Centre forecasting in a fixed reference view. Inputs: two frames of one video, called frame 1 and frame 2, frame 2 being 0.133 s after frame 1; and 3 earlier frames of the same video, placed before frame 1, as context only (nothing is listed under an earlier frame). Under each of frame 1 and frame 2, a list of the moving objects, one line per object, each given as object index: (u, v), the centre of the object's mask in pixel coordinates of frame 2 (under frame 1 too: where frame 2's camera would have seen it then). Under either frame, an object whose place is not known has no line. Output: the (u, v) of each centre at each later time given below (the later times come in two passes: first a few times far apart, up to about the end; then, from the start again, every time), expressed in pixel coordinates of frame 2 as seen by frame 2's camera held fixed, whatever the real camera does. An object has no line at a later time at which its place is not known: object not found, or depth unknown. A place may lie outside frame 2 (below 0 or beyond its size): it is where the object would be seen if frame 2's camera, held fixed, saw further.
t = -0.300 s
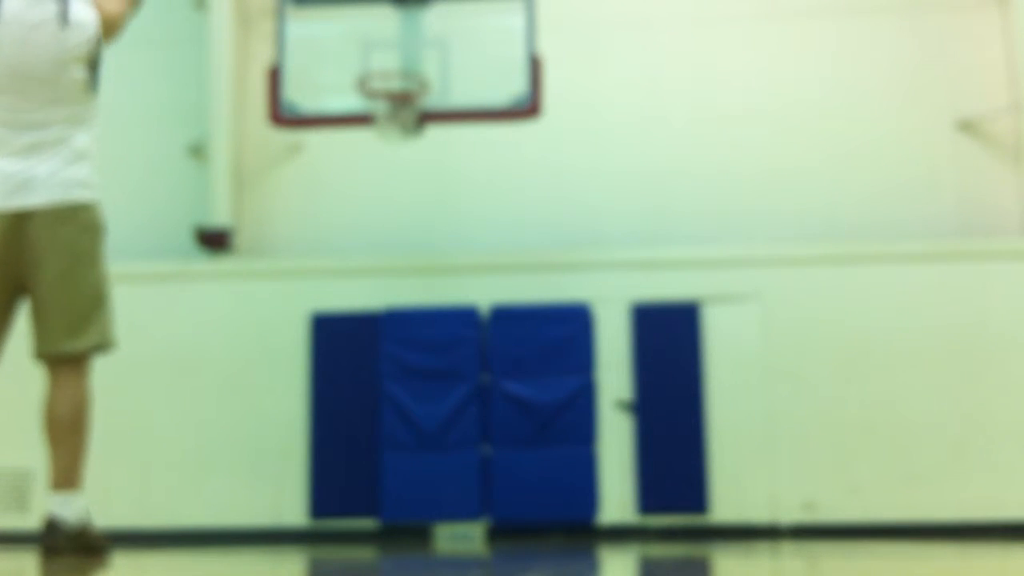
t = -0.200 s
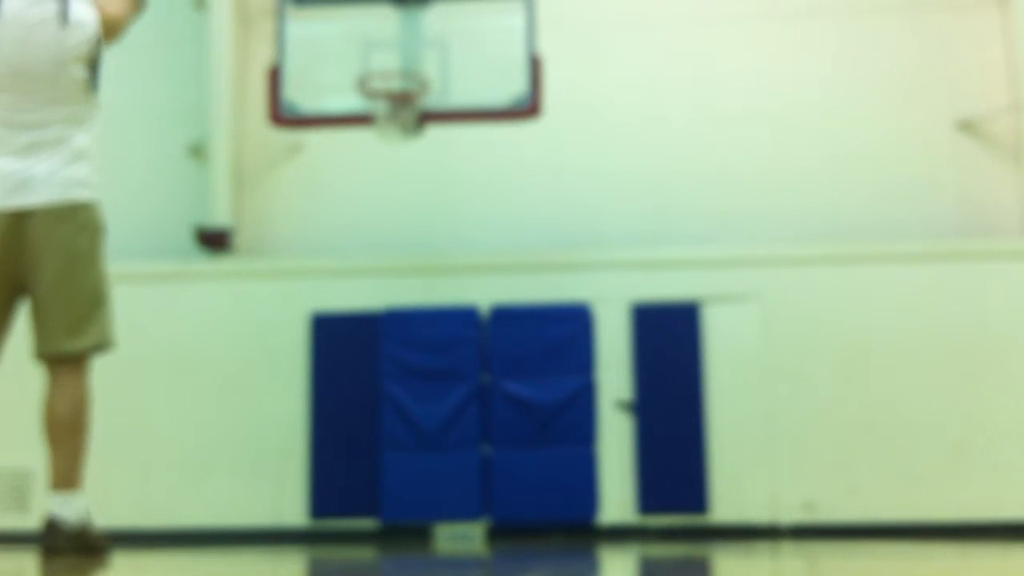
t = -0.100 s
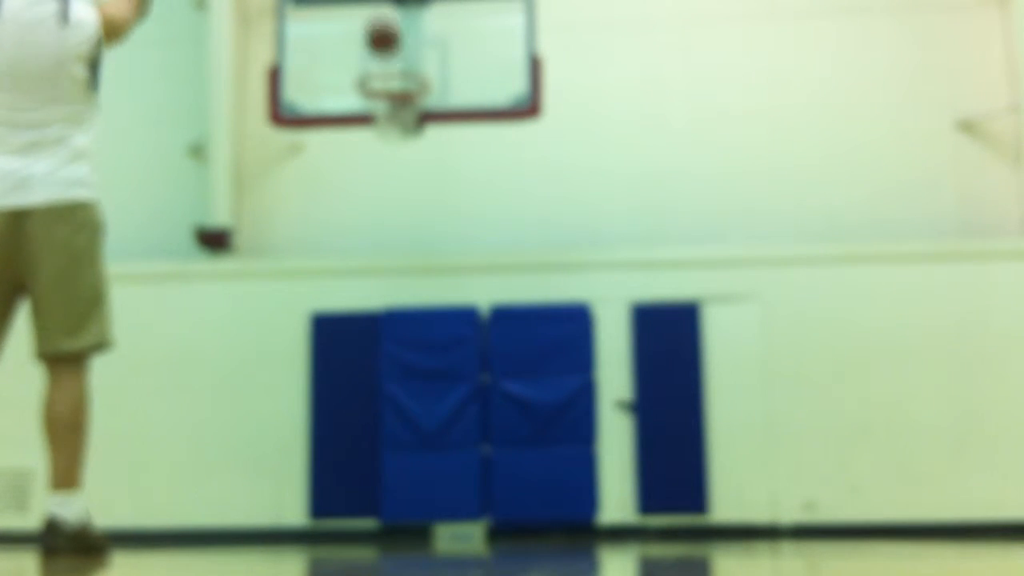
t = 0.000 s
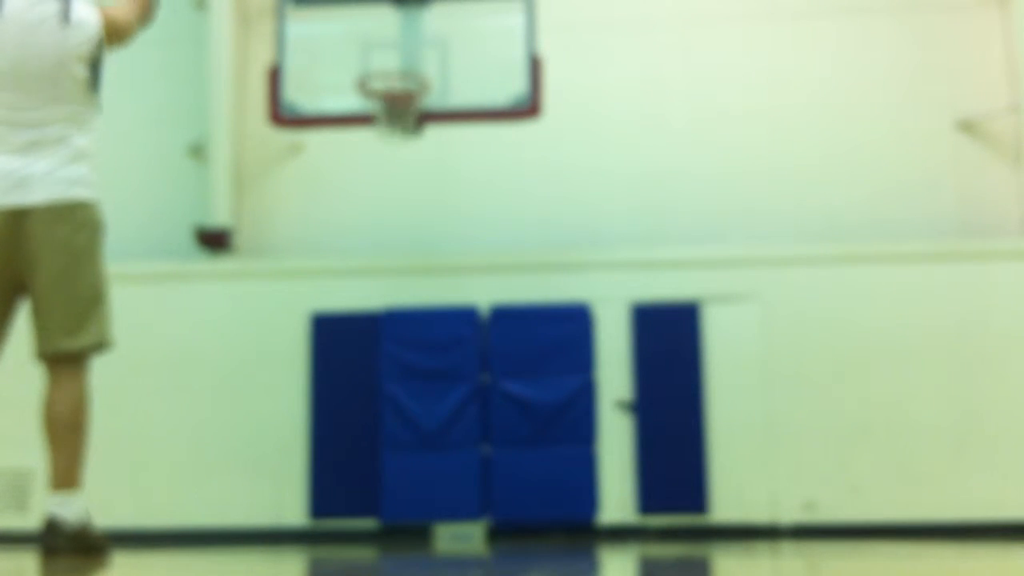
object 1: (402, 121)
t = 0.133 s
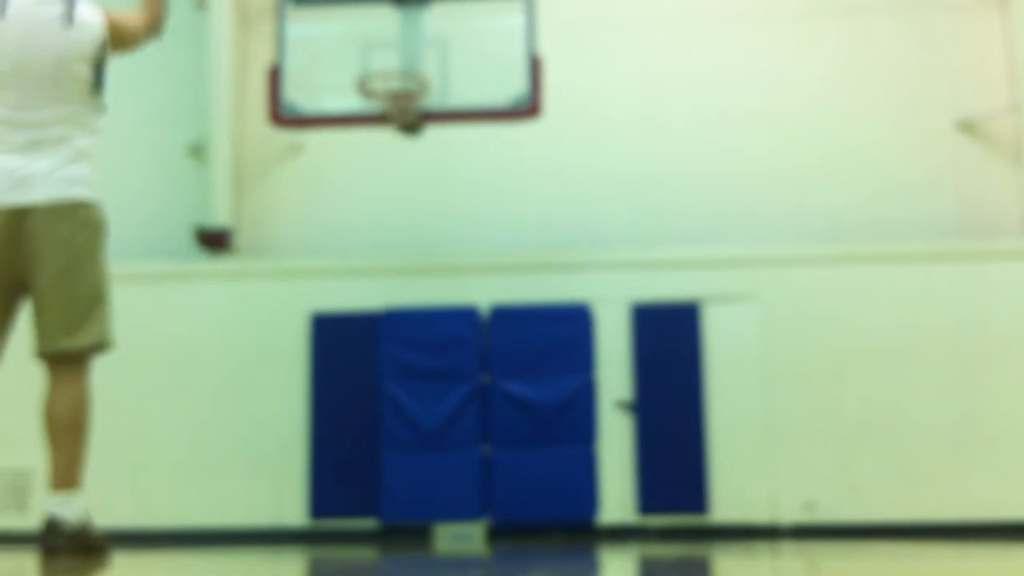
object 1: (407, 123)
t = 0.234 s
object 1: (403, 121)
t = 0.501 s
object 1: (403, 214)
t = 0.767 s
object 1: (404, 423)
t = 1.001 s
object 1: (402, 414)
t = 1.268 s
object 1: (398, 290)
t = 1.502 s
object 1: (393, 264)
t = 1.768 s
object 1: (387, 342)
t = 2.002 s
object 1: (379, 512)
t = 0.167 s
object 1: (406, 121)
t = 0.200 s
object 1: (404, 119)
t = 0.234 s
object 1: (403, 121)
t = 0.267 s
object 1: (403, 125)
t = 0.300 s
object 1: (402, 138)
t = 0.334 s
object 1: (402, 145)
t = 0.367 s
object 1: (402, 155)
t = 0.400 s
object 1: (402, 166)
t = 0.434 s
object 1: (402, 180)
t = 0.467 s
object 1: (403, 196)
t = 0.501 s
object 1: (403, 214)
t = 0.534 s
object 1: (403, 233)
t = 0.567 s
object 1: (403, 254)
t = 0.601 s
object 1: (403, 276)
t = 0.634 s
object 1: (404, 305)
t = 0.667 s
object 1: (403, 331)
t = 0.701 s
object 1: (403, 358)
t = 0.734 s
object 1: (403, 390)
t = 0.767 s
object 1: (404, 423)
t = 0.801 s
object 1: (404, 459)
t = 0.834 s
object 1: (403, 498)
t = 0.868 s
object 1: (403, 509)
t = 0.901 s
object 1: (403, 486)
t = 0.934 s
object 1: (403, 461)
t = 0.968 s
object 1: (402, 436)
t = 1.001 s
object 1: (402, 414)
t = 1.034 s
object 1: (402, 392)
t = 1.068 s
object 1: (401, 373)
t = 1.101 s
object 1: (401, 355)
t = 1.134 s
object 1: (401, 339)
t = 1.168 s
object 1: (400, 326)
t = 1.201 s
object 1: (399, 312)
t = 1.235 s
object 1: (399, 301)
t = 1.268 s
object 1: (398, 290)
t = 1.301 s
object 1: (397, 281)
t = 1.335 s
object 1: (397, 274)
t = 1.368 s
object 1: (396, 269)
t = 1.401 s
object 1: (396, 265)
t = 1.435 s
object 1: (395, 264)
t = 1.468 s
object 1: (394, 263)
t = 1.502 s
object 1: (393, 264)
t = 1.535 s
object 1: (393, 268)
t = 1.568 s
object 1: (392, 272)
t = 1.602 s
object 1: (391, 279)
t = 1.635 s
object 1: (391, 288)
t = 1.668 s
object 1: (390, 300)
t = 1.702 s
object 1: (388, 313)
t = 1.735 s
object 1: (387, 327)
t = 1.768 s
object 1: (387, 342)
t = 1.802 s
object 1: (385, 361)
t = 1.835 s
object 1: (385, 383)
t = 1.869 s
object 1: (383, 407)
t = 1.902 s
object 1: (382, 433)
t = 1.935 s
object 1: (381, 462)
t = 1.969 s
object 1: (380, 491)
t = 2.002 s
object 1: (379, 512)
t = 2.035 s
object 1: (379, 493)
